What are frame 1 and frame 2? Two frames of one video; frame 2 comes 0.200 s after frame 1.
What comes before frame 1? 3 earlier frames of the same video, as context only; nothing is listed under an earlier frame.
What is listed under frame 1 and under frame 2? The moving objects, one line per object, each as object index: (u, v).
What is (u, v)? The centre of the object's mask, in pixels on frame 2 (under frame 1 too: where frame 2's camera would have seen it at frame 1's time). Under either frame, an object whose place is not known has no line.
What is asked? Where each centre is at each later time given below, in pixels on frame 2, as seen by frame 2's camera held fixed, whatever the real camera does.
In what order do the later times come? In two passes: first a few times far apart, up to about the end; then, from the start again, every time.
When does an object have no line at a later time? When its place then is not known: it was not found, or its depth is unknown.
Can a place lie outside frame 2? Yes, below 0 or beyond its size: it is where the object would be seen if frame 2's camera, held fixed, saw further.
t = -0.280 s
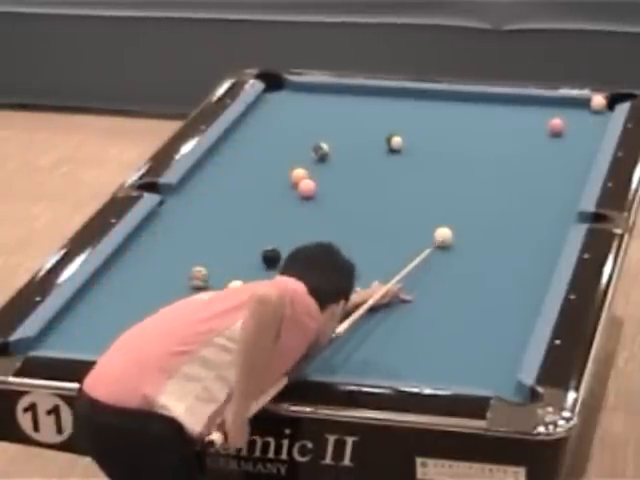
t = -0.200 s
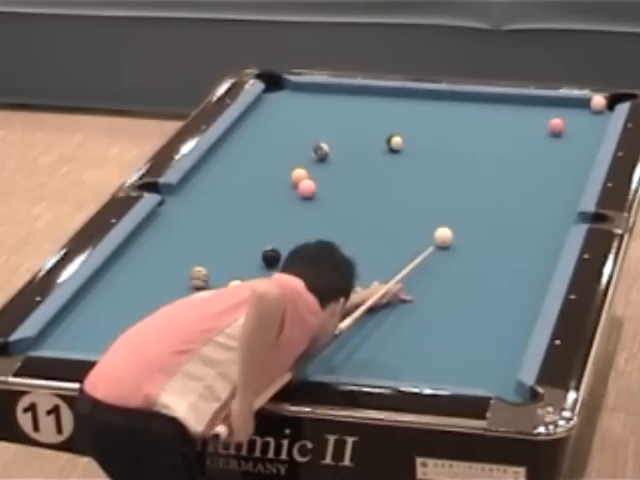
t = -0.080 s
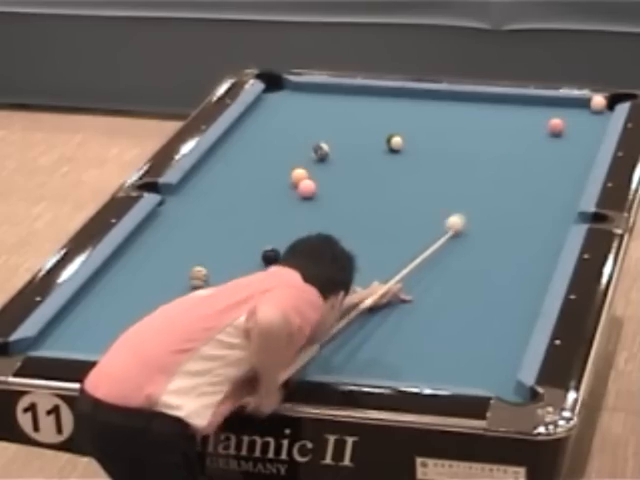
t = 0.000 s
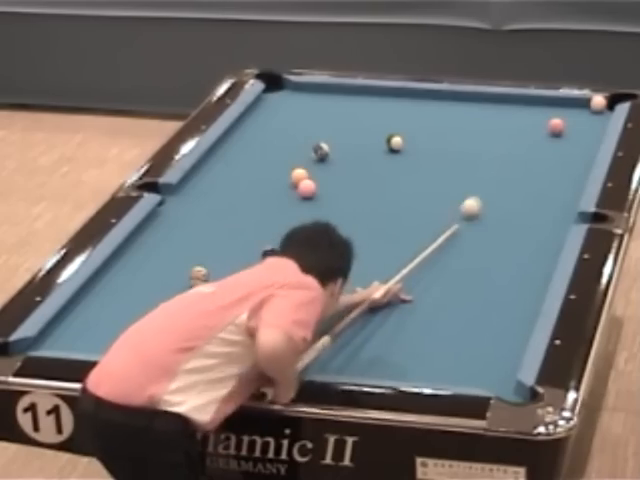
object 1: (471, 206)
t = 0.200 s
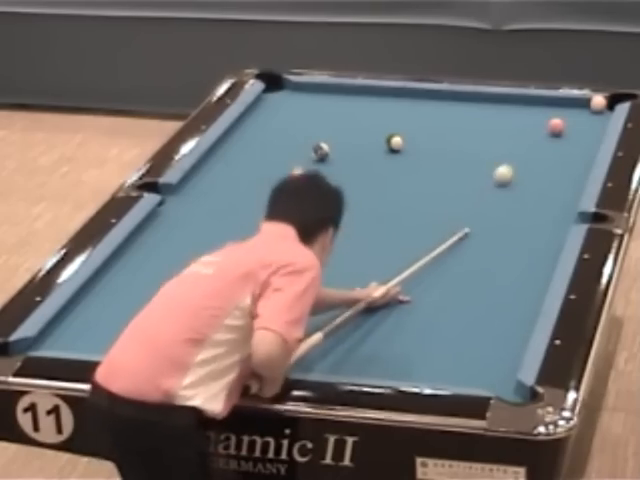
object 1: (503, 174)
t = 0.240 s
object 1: (509, 168)
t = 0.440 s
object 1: (537, 139)
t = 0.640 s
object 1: (539, 126)
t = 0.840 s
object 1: (533, 118)
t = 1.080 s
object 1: (526, 108)
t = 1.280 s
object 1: (521, 99)
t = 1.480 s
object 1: (519, 101)
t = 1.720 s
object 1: (519, 105)
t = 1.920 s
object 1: (518, 108)
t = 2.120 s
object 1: (517, 110)
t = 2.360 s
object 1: (517, 113)
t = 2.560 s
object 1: (516, 115)
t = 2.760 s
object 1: (516, 117)
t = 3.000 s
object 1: (516, 119)
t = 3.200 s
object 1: (516, 120)
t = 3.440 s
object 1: (516, 121)
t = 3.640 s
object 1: (516, 122)
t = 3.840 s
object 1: (516, 122)
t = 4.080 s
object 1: (516, 122)
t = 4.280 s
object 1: (516, 122)
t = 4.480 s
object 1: (516, 122)
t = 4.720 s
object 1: (516, 122)
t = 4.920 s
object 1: (516, 122)
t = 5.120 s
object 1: (516, 122)
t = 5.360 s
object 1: (517, 122)
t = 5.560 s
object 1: (516, 122)
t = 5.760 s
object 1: (516, 122)
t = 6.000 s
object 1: (516, 122)
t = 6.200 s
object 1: (517, 122)
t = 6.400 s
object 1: (516, 122)
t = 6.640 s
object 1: (516, 122)
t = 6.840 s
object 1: (516, 122)
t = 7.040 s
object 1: (516, 122)
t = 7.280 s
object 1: (516, 122)
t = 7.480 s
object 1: (516, 122)
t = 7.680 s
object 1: (516, 122)
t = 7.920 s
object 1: (516, 122)
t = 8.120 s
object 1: (516, 122)
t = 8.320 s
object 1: (516, 122)
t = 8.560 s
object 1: (516, 122)
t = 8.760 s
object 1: (516, 122)
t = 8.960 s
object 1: (517, 122)
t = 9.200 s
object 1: (517, 122)
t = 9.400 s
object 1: (516, 122)
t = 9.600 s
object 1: (517, 122)
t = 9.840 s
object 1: (516, 121)
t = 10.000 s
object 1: (516, 121)
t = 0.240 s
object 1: (509, 168)
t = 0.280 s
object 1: (515, 162)
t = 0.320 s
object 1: (521, 156)
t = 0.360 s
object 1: (526, 150)
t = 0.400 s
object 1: (532, 145)
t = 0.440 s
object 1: (537, 139)
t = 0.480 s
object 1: (543, 134)
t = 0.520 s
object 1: (546, 130)
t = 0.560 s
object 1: (544, 129)
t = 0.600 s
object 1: (541, 128)
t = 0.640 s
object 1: (539, 126)
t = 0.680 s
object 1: (538, 124)
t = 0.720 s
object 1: (537, 123)
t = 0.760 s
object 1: (536, 121)
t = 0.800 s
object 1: (534, 119)
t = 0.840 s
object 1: (533, 118)
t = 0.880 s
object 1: (533, 116)
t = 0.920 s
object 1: (532, 114)
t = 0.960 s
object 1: (530, 113)
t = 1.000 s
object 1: (529, 111)
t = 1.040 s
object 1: (528, 109)
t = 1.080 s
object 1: (526, 108)
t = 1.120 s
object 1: (525, 106)
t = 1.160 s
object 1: (524, 104)
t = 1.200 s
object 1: (523, 103)
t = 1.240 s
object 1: (522, 102)
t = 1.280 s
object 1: (521, 99)
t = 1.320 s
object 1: (520, 98)
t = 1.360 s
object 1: (520, 99)
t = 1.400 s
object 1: (520, 99)
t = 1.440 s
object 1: (520, 100)
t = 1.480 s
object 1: (519, 101)
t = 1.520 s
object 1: (519, 102)
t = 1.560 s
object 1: (519, 102)
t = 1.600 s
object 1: (519, 103)
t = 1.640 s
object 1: (519, 103)
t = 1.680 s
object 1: (519, 104)
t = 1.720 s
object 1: (519, 105)
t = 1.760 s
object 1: (519, 105)
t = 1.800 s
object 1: (519, 106)
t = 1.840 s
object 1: (519, 106)
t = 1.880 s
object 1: (518, 107)
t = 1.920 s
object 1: (518, 108)
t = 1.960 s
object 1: (518, 109)
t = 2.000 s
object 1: (518, 109)
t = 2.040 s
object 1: (518, 109)
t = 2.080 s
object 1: (518, 110)
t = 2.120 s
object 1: (517, 110)
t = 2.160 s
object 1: (517, 111)
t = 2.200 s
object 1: (517, 111)
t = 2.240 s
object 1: (517, 112)
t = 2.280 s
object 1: (517, 112)
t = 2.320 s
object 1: (517, 112)
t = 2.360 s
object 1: (517, 113)
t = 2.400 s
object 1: (516, 114)
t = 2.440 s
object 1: (516, 114)
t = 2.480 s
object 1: (516, 114)
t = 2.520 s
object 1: (516, 115)
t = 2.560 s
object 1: (516, 115)
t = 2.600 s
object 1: (516, 115)
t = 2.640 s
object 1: (516, 116)
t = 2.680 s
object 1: (516, 116)
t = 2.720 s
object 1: (516, 116)
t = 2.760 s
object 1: (516, 117)
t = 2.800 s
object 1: (516, 118)
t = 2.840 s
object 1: (516, 118)
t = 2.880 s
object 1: (516, 118)
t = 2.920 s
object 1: (516, 119)
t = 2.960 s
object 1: (516, 119)
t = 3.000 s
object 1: (516, 119)
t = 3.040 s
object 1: (516, 119)
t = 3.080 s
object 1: (516, 120)
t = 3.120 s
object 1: (516, 120)
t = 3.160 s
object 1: (516, 120)
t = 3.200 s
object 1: (516, 120)
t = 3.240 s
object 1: (516, 120)
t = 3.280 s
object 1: (516, 120)
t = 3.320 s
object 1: (516, 121)
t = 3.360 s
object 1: (517, 121)
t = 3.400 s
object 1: (516, 121)
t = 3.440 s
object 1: (516, 121)
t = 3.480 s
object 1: (516, 121)
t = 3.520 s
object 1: (516, 121)
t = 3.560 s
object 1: (516, 122)
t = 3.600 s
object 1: (516, 122)
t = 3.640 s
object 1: (516, 122)
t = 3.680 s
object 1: (516, 122)
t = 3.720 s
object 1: (516, 122)
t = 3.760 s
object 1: (516, 122)
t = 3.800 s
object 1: (516, 122)
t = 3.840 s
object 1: (516, 122)
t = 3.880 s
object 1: (516, 122)
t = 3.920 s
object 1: (516, 122)
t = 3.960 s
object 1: (516, 122)
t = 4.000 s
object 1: (516, 122)
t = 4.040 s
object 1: (516, 122)
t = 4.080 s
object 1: (516, 122)
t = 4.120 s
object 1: (516, 122)
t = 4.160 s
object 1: (516, 122)
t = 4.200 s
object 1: (516, 122)
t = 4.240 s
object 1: (516, 122)
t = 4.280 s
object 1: (516, 122)
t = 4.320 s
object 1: (516, 122)
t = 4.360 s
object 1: (516, 122)
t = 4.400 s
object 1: (516, 122)
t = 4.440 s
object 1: (516, 122)
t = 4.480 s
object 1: (516, 122)
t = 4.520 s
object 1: (516, 122)
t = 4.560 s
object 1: (516, 122)
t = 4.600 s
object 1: (516, 122)
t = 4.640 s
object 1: (516, 122)
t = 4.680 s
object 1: (516, 122)
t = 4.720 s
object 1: (516, 122)
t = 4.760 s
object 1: (516, 122)
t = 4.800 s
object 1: (516, 122)
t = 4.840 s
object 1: (516, 122)
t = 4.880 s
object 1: (516, 122)
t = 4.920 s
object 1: (516, 122)
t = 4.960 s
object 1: (516, 122)
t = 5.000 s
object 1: (516, 122)
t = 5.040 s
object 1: (517, 122)
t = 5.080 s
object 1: (516, 122)
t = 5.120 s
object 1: (516, 122)
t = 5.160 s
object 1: (516, 122)
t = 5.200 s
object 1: (516, 122)
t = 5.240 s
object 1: (516, 122)
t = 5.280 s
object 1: (516, 122)
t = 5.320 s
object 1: (516, 122)
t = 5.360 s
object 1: (517, 122)
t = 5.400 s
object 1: (516, 122)
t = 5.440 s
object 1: (516, 122)
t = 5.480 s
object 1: (517, 122)
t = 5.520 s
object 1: (516, 122)
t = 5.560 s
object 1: (516, 122)
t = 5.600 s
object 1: (516, 122)
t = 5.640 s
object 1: (516, 122)
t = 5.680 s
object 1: (517, 122)
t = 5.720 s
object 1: (517, 122)
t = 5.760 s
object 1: (516, 122)
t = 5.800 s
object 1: (516, 122)
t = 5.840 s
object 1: (517, 122)
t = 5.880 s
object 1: (517, 122)
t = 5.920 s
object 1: (516, 122)
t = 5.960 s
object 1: (517, 122)
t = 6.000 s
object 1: (516, 122)
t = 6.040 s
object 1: (517, 122)
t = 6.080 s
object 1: (516, 122)
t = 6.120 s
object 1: (517, 122)
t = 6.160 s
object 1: (517, 122)
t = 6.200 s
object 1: (517, 122)
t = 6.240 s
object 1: (516, 122)
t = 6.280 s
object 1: (516, 122)
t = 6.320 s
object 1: (516, 122)
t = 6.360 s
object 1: (516, 122)
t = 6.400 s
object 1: (516, 122)
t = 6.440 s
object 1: (516, 122)
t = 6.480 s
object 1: (516, 122)
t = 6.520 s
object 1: (516, 122)
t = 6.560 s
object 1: (516, 122)
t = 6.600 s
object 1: (516, 122)
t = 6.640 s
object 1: (516, 122)
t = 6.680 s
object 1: (516, 122)
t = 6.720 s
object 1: (516, 122)
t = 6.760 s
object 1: (516, 122)
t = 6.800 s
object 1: (516, 122)
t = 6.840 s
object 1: (516, 122)
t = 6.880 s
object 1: (516, 122)
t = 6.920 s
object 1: (516, 122)
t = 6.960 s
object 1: (516, 122)
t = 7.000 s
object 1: (516, 122)
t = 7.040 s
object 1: (516, 122)
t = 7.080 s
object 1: (516, 122)
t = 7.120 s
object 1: (516, 122)
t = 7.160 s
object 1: (516, 122)
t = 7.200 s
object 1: (516, 122)
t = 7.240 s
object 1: (516, 122)
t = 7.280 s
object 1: (516, 122)
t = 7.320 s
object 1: (516, 122)
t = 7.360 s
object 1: (516, 122)
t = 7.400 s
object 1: (516, 122)
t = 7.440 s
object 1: (516, 122)
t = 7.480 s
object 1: (516, 122)
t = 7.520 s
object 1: (516, 122)
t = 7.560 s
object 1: (516, 122)
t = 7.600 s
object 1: (516, 122)
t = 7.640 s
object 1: (516, 122)
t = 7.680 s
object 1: (516, 122)
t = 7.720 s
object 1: (516, 122)
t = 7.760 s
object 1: (516, 122)
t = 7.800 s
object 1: (516, 122)
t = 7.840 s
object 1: (516, 122)
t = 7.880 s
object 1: (516, 122)
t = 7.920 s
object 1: (516, 122)
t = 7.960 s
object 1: (516, 122)
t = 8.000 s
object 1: (516, 122)
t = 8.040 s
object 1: (516, 122)
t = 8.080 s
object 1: (516, 122)
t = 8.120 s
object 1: (516, 122)
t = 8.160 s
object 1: (516, 122)
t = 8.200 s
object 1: (516, 122)
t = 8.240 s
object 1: (516, 122)
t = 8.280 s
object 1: (516, 122)
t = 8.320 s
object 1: (516, 122)
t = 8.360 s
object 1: (516, 122)
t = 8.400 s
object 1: (516, 122)
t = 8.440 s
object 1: (516, 122)
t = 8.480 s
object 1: (516, 122)
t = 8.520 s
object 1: (517, 122)
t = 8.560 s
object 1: (516, 122)
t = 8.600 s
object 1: (516, 122)
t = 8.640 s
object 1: (516, 122)
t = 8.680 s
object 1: (516, 122)
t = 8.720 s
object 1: (516, 122)
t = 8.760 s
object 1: (516, 122)
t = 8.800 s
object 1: (516, 122)
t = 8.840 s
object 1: (517, 122)
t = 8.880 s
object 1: (517, 122)
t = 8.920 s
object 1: (517, 122)
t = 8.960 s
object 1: (517, 122)
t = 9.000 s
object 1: (517, 122)
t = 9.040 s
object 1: (517, 122)
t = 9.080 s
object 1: (517, 122)
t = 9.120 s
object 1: (517, 122)
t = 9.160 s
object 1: (517, 122)
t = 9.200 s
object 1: (517, 122)
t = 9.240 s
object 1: (517, 122)
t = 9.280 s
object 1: (517, 122)
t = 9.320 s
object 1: (516, 122)
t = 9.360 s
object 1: (516, 122)
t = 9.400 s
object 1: (516, 122)
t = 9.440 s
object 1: (516, 122)
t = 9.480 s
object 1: (516, 122)
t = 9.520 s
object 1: (516, 122)
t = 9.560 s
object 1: (516, 122)
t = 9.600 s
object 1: (517, 122)
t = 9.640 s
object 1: (517, 122)
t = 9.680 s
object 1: (516, 122)
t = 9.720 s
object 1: (516, 122)
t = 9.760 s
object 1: (516, 121)
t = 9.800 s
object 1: (516, 121)
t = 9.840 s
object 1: (516, 121)
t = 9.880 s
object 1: (516, 121)
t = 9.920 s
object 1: (516, 121)
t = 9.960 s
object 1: (516, 121)
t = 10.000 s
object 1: (516, 121)
